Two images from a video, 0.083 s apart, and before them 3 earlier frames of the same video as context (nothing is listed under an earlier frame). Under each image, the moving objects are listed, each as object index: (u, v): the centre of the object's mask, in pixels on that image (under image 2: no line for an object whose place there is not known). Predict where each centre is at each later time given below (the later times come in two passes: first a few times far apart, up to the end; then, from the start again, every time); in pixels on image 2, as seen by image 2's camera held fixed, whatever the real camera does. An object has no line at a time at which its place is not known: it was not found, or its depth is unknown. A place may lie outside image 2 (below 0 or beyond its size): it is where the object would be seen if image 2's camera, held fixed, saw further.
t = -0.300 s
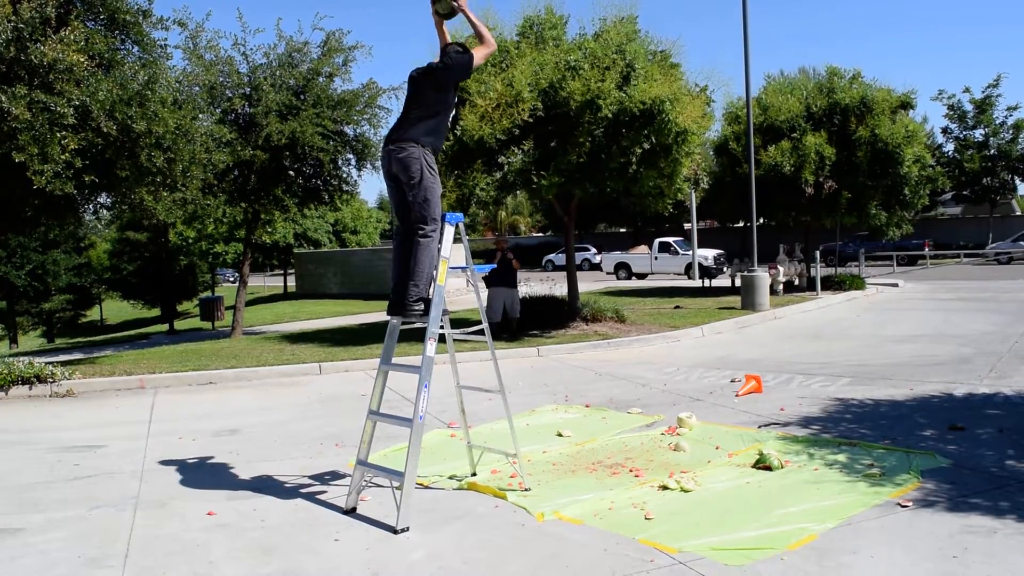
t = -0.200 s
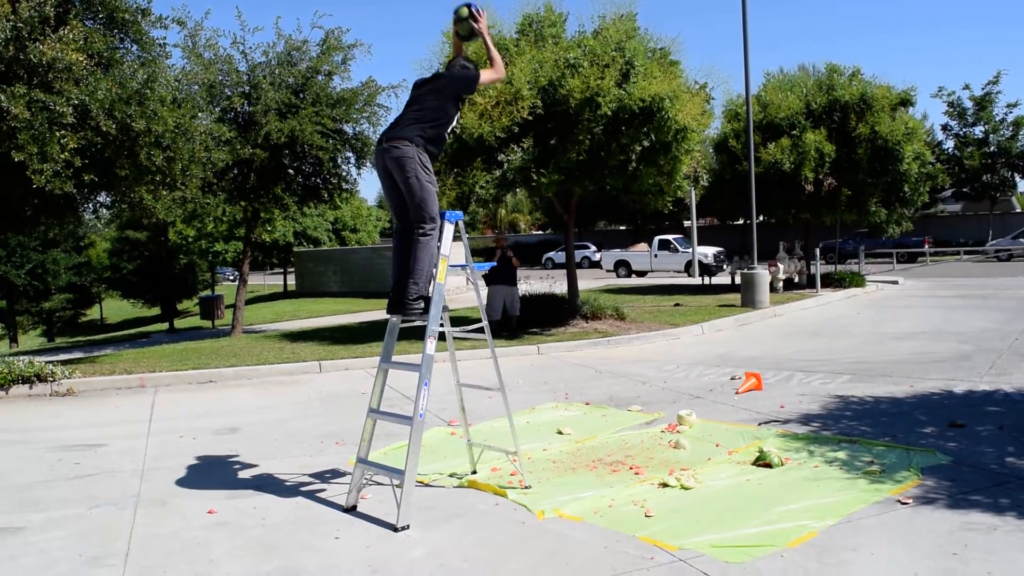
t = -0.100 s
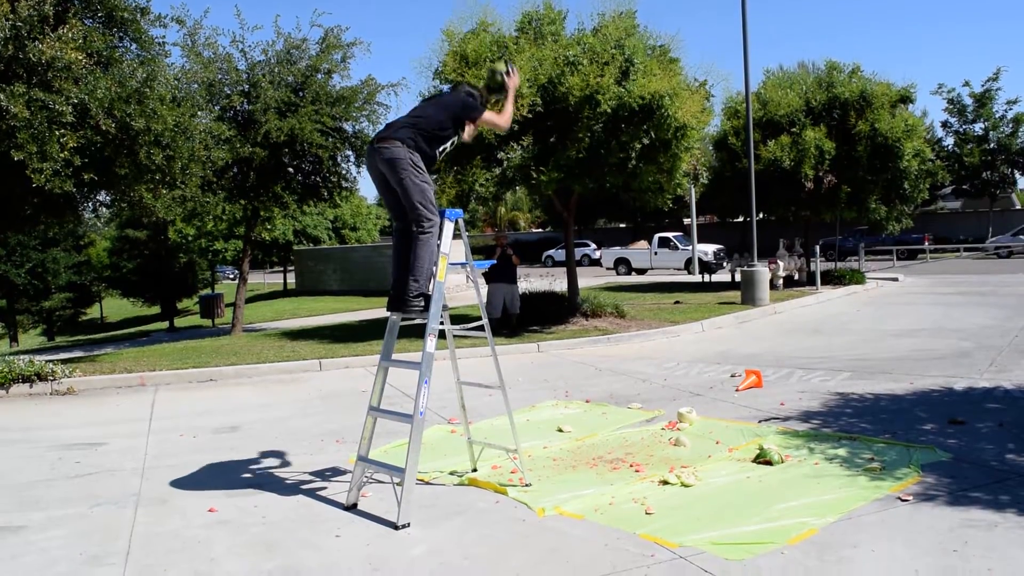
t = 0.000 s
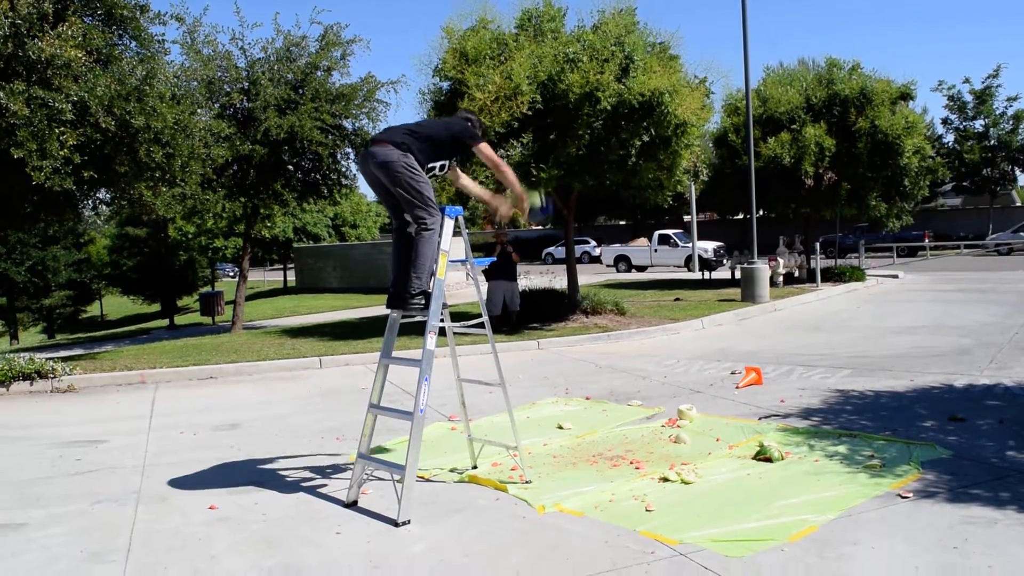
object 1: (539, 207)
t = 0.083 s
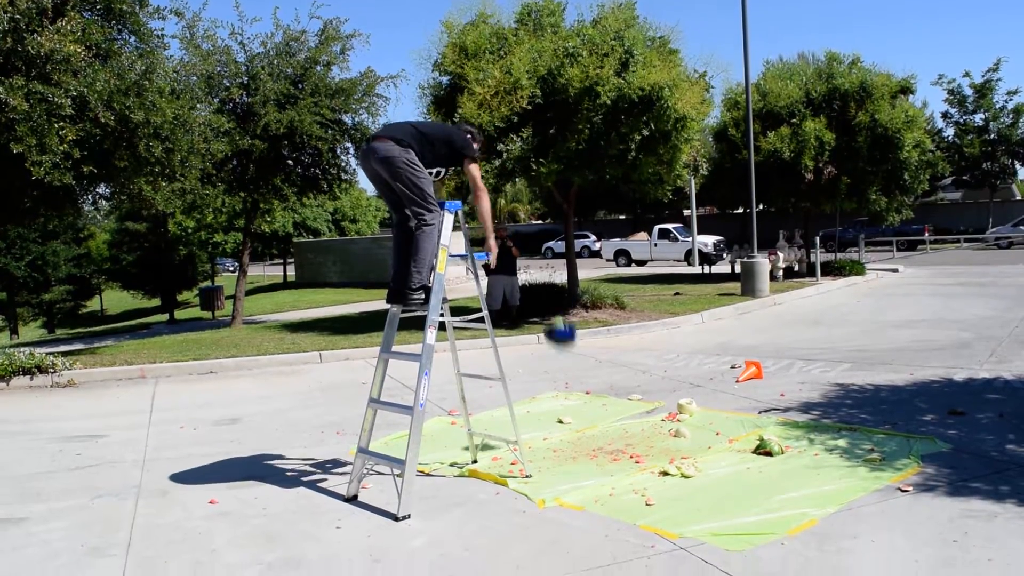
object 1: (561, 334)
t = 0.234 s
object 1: (580, 412)
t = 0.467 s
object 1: (588, 387)
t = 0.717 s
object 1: (594, 397)
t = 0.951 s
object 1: (596, 395)
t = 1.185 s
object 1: (599, 387)
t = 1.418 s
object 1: (600, 382)
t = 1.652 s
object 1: (601, 380)
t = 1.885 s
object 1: (601, 374)
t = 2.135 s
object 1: (598, 372)
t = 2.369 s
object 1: (593, 373)
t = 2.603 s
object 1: (589, 376)
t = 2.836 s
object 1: (591, 376)
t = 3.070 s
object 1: (590, 376)
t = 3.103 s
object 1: (590, 376)
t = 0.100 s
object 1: (565, 360)
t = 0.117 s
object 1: (570, 386)
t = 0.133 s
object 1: (574, 413)
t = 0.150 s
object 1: (577, 437)
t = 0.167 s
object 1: (578, 434)
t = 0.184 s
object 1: (579, 427)
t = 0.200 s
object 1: (579, 421)
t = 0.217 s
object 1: (580, 416)
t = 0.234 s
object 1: (580, 412)
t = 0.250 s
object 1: (581, 408)
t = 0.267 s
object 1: (581, 404)
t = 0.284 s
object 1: (582, 399)
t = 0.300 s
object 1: (582, 395)
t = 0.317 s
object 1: (583, 393)
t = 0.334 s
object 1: (584, 391)
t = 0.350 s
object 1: (585, 389)
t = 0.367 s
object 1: (585, 388)
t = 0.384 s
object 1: (586, 387)
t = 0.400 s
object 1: (586, 387)
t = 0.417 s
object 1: (586, 387)
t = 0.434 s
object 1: (587, 386)
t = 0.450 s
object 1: (587, 386)
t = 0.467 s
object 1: (588, 387)
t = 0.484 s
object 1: (589, 389)
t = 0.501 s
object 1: (590, 390)
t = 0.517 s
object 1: (590, 393)
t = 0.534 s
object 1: (591, 394)
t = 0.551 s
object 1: (592, 396)
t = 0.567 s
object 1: (593, 398)
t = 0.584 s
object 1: (593, 401)
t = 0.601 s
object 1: (594, 404)
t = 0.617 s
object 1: (594, 407)
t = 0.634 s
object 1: (594, 408)
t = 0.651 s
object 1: (594, 406)
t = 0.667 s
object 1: (594, 404)
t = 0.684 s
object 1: (594, 401)
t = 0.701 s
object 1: (594, 399)
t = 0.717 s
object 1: (594, 397)
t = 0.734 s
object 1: (594, 395)
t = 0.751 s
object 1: (594, 393)
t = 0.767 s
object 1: (595, 393)
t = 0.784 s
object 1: (595, 393)
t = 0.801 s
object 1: (595, 393)
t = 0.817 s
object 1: (595, 393)
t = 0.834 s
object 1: (595, 393)
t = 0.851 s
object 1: (595, 394)
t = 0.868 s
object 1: (595, 396)
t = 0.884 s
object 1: (594, 397)
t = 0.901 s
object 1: (595, 396)
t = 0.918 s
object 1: (595, 396)
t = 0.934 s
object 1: (595, 396)
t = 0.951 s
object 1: (596, 395)
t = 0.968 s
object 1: (596, 395)
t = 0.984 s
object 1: (597, 396)
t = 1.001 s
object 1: (597, 395)
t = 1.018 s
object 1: (597, 395)
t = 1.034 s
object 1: (597, 395)
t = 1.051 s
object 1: (598, 394)
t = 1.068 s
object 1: (598, 393)
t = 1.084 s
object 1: (598, 392)
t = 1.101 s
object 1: (597, 391)
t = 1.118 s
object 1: (598, 390)
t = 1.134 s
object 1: (598, 389)
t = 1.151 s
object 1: (598, 388)
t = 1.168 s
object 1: (598, 387)
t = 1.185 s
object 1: (599, 387)
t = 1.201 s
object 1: (599, 386)
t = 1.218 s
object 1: (600, 386)
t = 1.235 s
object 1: (600, 386)
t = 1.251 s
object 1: (600, 387)
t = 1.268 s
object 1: (601, 387)
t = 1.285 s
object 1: (601, 387)
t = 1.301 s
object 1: (601, 387)
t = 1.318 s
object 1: (601, 386)
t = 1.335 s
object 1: (601, 385)
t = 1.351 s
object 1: (601, 384)
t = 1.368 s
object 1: (601, 383)
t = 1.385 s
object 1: (600, 382)
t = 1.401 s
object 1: (600, 382)
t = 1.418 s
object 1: (600, 382)
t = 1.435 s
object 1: (600, 381)
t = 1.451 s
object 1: (599, 381)
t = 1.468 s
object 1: (600, 381)
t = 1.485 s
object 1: (599, 381)
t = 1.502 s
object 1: (600, 381)
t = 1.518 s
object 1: (599, 381)
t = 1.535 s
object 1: (599, 381)
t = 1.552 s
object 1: (600, 381)
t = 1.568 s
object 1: (600, 381)
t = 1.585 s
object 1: (600, 382)
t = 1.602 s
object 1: (600, 381)
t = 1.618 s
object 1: (600, 381)
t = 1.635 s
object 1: (600, 380)
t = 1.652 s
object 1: (601, 380)
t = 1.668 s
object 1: (601, 380)
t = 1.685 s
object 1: (601, 379)
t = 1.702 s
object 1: (601, 379)
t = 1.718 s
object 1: (601, 378)
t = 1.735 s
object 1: (601, 378)
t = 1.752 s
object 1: (601, 377)
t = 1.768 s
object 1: (601, 377)
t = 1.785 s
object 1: (601, 377)
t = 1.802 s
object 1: (601, 376)
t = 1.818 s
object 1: (601, 375)
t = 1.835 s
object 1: (601, 375)
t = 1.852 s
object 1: (601, 375)
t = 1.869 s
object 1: (601, 374)
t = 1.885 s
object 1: (601, 374)
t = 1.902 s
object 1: (601, 374)
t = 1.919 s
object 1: (601, 375)
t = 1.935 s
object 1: (601, 375)
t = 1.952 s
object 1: (601, 375)
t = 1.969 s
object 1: (601, 375)
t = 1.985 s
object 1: (600, 375)
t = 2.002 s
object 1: (600, 375)
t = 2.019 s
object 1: (600, 374)
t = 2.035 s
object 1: (600, 373)
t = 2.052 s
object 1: (599, 373)
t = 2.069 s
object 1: (599, 373)
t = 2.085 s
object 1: (599, 373)
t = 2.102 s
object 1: (599, 373)
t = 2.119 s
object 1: (598, 373)
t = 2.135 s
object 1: (598, 372)
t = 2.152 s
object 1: (598, 372)
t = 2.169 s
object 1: (597, 372)
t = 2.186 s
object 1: (597, 371)
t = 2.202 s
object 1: (597, 371)
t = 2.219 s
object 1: (596, 371)
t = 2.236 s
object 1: (596, 371)
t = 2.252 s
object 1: (596, 371)
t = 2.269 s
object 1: (595, 372)
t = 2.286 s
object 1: (595, 372)
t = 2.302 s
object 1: (594, 372)
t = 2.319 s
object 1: (594, 372)
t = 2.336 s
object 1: (594, 373)
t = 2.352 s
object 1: (594, 373)
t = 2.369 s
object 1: (593, 373)
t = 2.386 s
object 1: (593, 373)
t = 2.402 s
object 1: (593, 373)
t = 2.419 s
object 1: (592, 374)
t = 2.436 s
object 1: (592, 374)
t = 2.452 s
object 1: (592, 374)
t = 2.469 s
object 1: (591, 374)
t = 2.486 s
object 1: (591, 375)
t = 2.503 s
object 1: (590, 375)
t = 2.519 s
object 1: (590, 376)
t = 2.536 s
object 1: (589, 376)
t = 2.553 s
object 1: (589, 376)
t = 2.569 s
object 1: (589, 376)
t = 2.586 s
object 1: (589, 376)
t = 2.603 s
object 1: (589, 376)
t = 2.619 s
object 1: (589, 376)
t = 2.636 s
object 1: (589, 375)
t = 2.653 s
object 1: (589, 376)
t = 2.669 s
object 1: (590, 376)
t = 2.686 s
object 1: (590, 376)
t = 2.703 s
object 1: (590, 376)
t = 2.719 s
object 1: (591, 376)
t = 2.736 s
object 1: (591, 376)
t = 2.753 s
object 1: (591, 376)
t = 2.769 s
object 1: (591, 376)
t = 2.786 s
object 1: (591, 376)
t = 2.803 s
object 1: (591, 376)
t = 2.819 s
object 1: (591, 376)
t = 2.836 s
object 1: (591, 376)
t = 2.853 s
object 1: (591, 376)
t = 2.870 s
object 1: (591, 376)
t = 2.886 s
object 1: (591, 376)
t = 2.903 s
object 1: (590, 376)
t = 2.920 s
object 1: (590, 376)
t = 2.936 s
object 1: (590, 376)
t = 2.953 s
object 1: (590, 376)
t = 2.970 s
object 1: (590, 376)
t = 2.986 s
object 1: (590, 376)
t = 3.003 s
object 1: (590, 376)
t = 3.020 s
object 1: (590, 376)
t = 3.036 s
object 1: (590, 376)
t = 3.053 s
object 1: (590, 376)
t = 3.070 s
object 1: (590, 376)
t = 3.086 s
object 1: (590, 376)
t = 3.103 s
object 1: (590, 376)
